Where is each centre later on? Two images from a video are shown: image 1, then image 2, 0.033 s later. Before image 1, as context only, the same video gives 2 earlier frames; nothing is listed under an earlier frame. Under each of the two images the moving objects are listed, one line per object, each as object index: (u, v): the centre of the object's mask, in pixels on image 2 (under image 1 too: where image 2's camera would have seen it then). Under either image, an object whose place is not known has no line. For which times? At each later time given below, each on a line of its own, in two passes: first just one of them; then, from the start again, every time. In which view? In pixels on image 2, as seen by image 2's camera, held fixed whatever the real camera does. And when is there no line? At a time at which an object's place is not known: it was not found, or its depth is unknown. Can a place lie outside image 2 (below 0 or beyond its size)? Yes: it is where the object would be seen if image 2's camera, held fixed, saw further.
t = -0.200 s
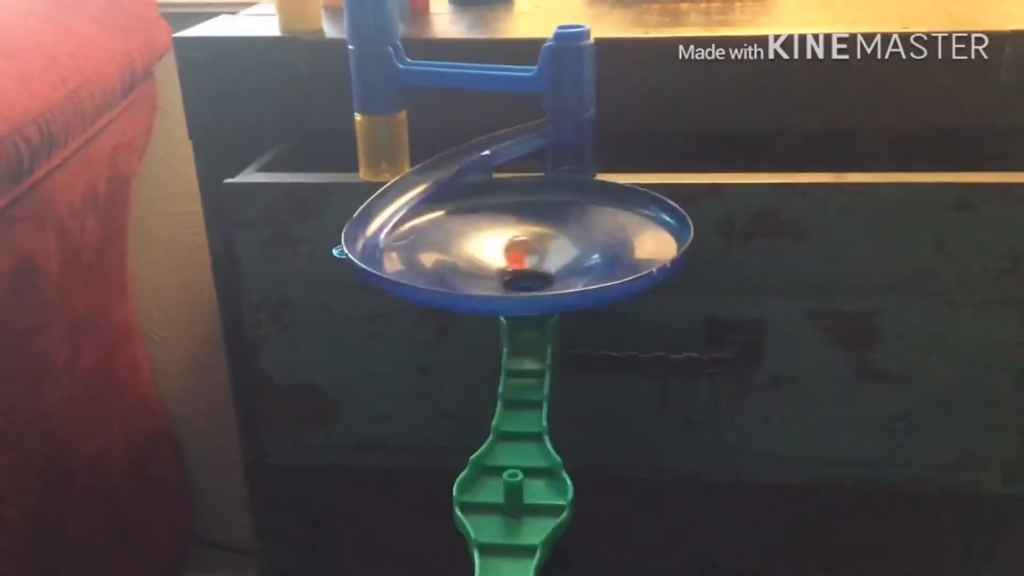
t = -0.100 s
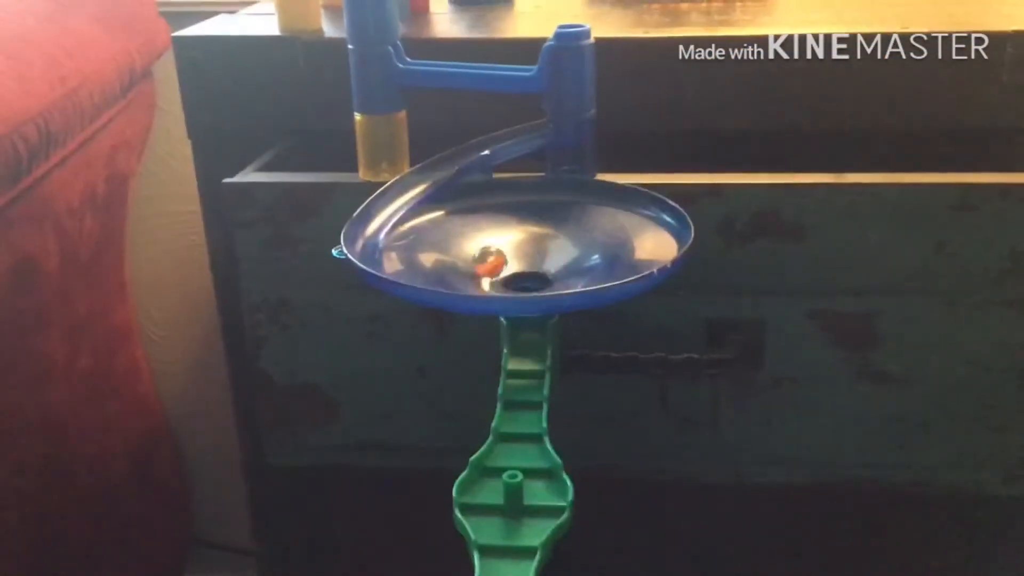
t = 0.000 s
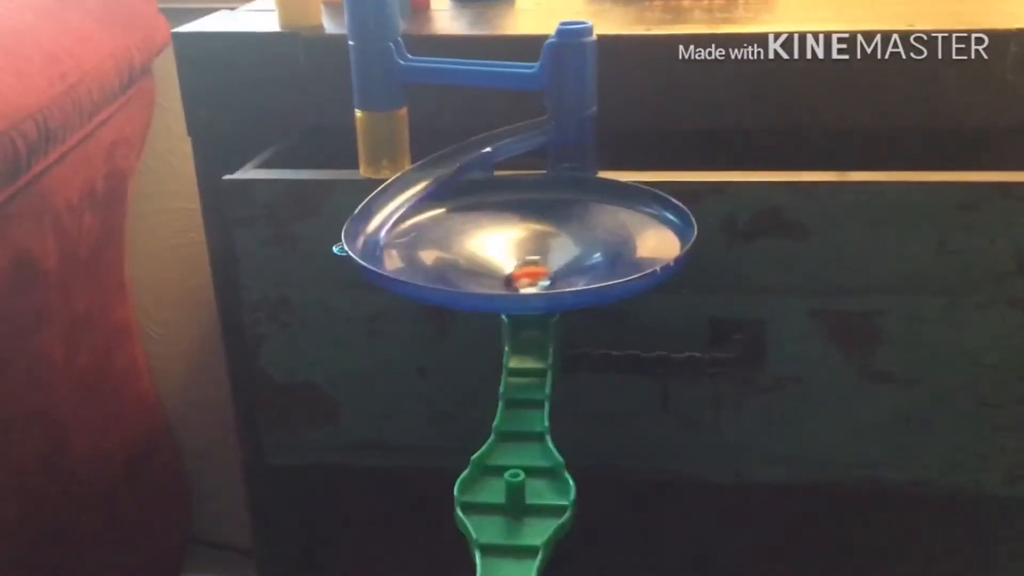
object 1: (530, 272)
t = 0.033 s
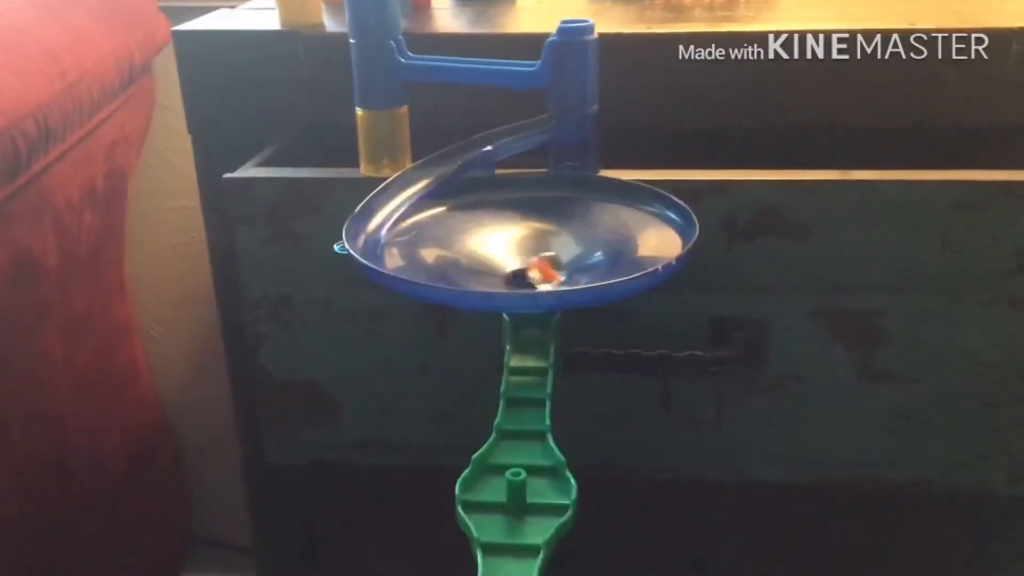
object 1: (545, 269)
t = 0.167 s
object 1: (550, 250)
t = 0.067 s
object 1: (552, 265)
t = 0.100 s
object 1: (559, 259)
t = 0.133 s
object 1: (559, 259)
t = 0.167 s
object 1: (550, 250)
